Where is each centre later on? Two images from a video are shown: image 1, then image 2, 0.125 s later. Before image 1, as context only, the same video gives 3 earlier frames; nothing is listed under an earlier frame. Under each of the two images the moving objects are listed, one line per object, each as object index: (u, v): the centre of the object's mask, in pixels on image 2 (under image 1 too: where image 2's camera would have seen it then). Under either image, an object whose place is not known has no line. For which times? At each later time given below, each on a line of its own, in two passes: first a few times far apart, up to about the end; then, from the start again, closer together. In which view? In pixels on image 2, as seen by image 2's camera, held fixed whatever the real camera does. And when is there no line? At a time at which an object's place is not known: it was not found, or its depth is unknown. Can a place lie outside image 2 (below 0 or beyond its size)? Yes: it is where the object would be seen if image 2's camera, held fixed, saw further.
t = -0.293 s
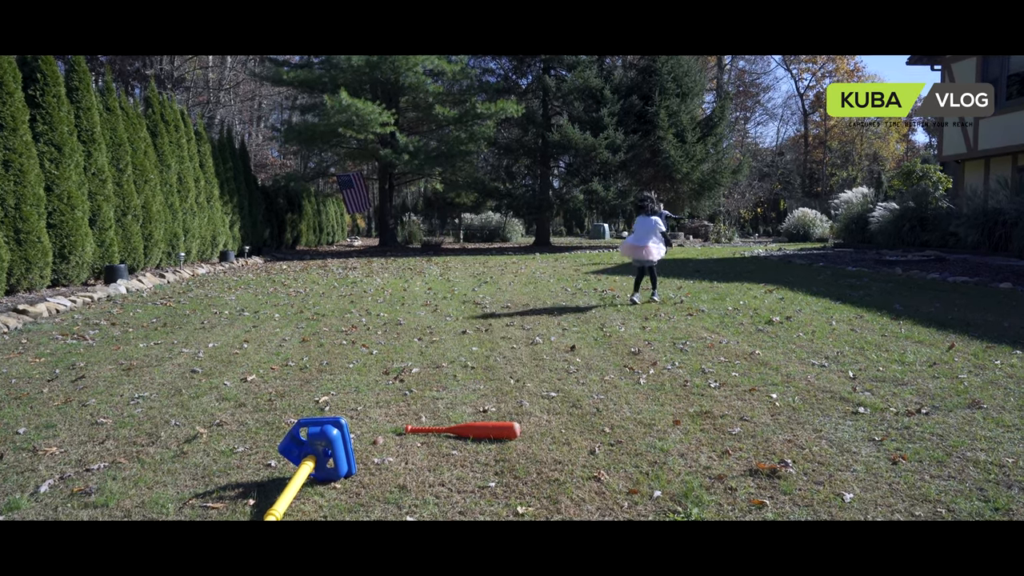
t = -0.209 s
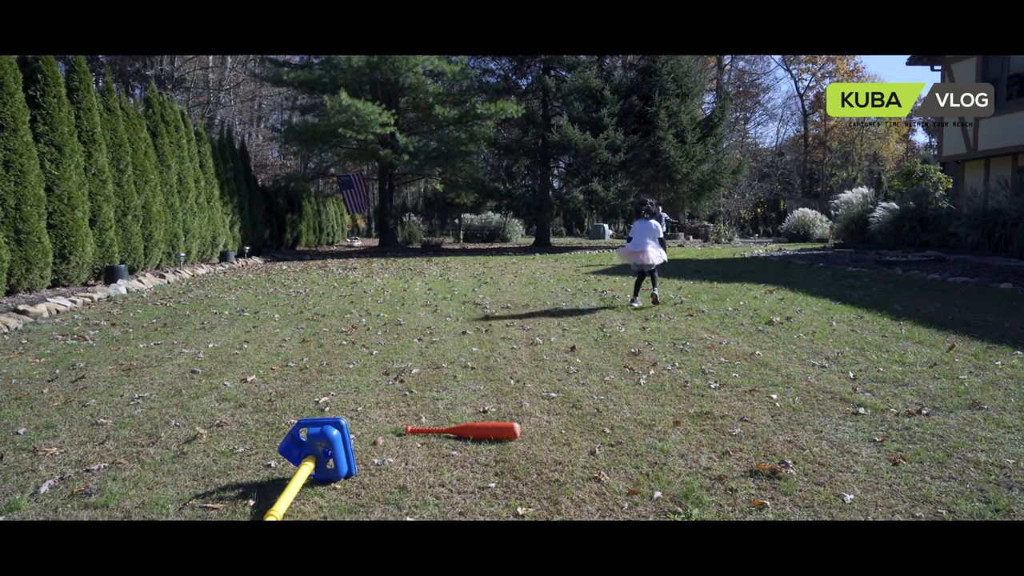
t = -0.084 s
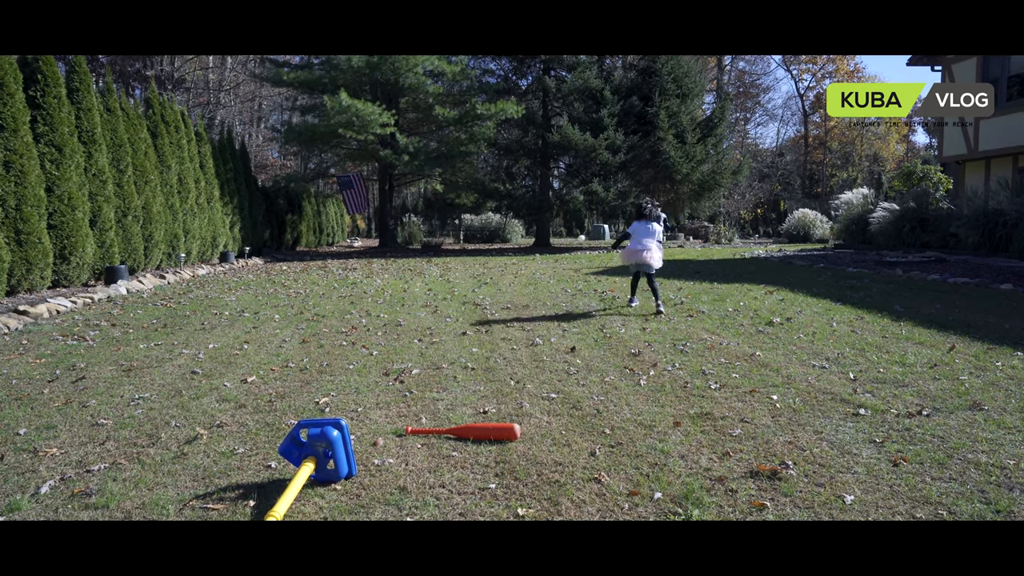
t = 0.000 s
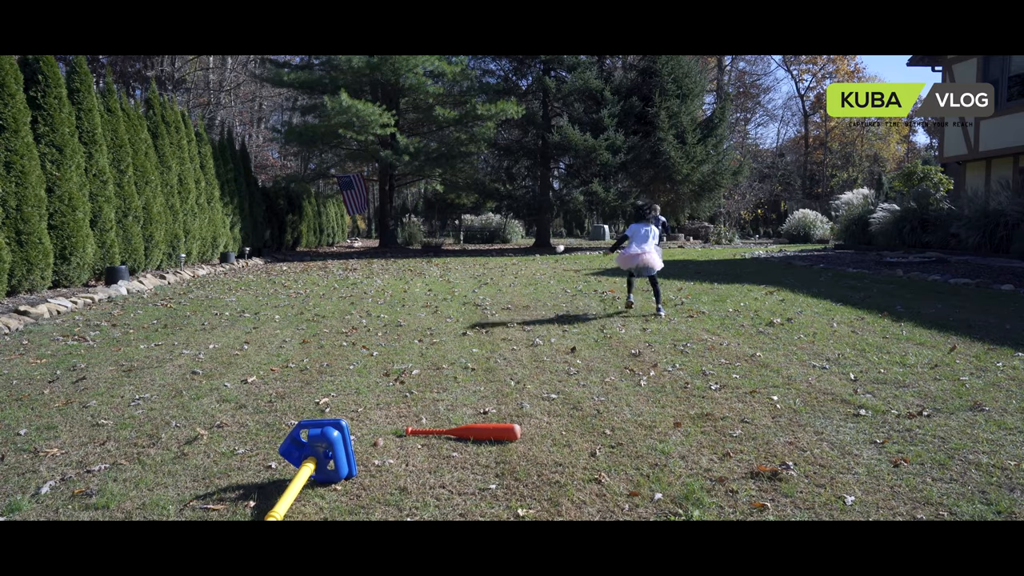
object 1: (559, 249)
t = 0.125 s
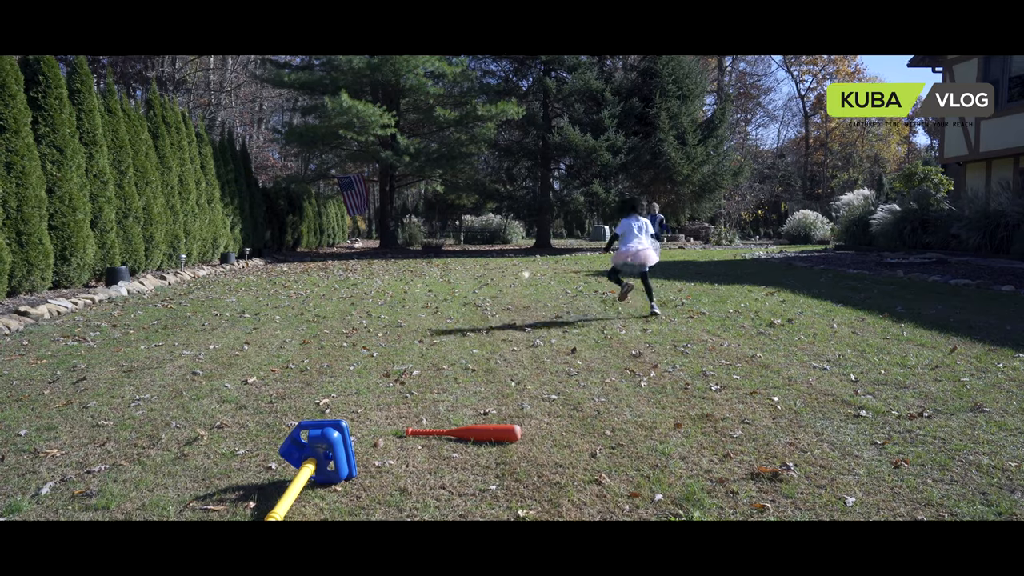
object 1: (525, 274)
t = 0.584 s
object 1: (399, 335)
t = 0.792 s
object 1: (355, 341)
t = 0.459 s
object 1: (437, 308)
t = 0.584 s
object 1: (399, 335)
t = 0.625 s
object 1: (391, 333)
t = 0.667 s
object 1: (382, 332)
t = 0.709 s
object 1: (374, 333)
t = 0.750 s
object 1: (365, 334)
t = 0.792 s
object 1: (355, 341)
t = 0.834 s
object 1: (347, 347)
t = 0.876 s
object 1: (336, 356)
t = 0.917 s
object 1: (329, 356)
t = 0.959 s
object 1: (320, 357)
